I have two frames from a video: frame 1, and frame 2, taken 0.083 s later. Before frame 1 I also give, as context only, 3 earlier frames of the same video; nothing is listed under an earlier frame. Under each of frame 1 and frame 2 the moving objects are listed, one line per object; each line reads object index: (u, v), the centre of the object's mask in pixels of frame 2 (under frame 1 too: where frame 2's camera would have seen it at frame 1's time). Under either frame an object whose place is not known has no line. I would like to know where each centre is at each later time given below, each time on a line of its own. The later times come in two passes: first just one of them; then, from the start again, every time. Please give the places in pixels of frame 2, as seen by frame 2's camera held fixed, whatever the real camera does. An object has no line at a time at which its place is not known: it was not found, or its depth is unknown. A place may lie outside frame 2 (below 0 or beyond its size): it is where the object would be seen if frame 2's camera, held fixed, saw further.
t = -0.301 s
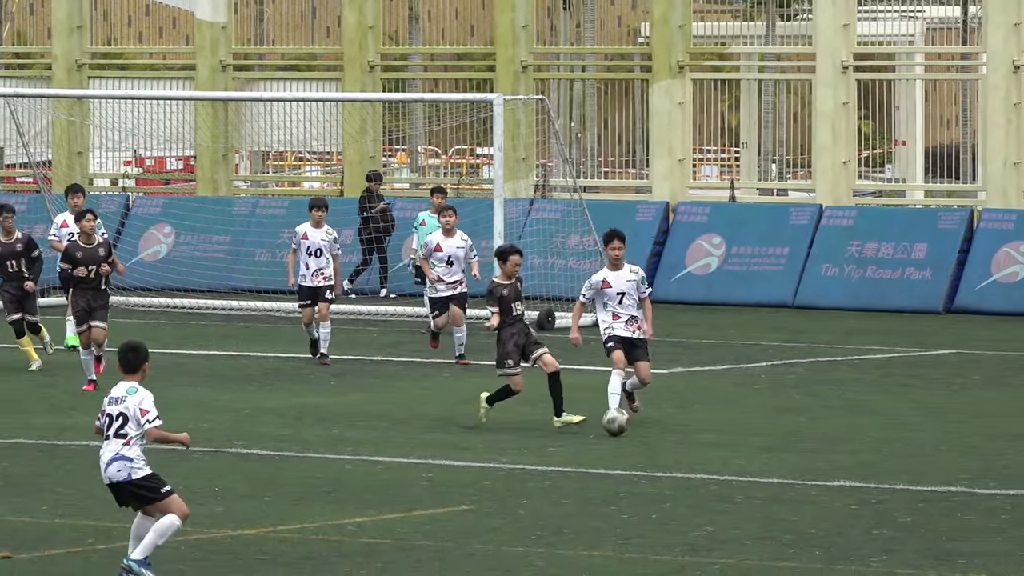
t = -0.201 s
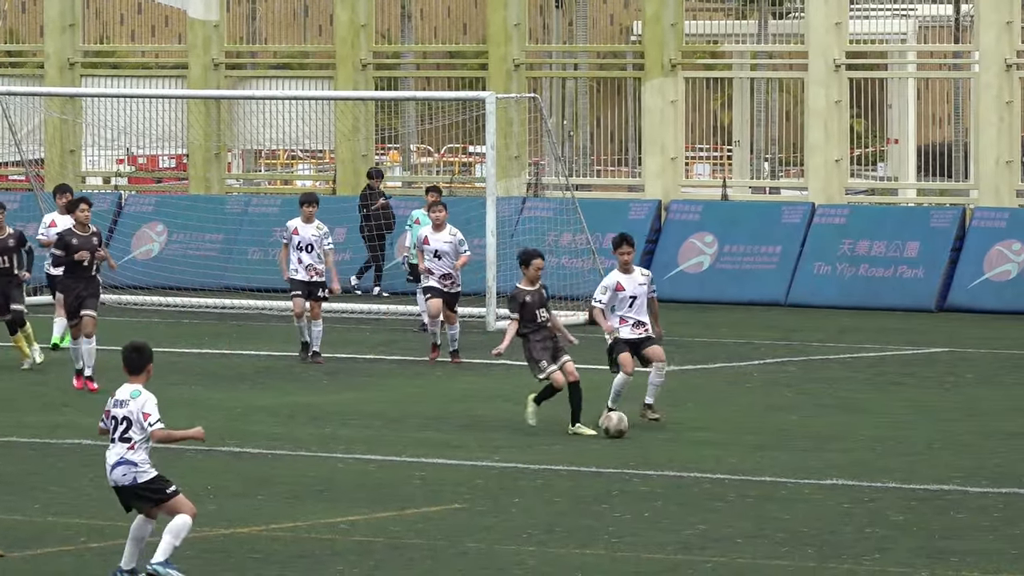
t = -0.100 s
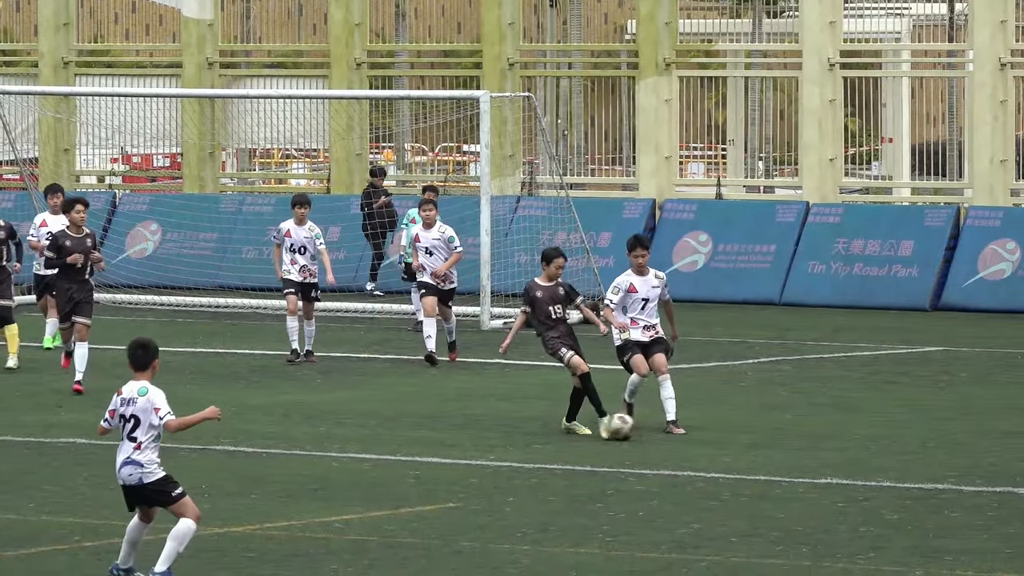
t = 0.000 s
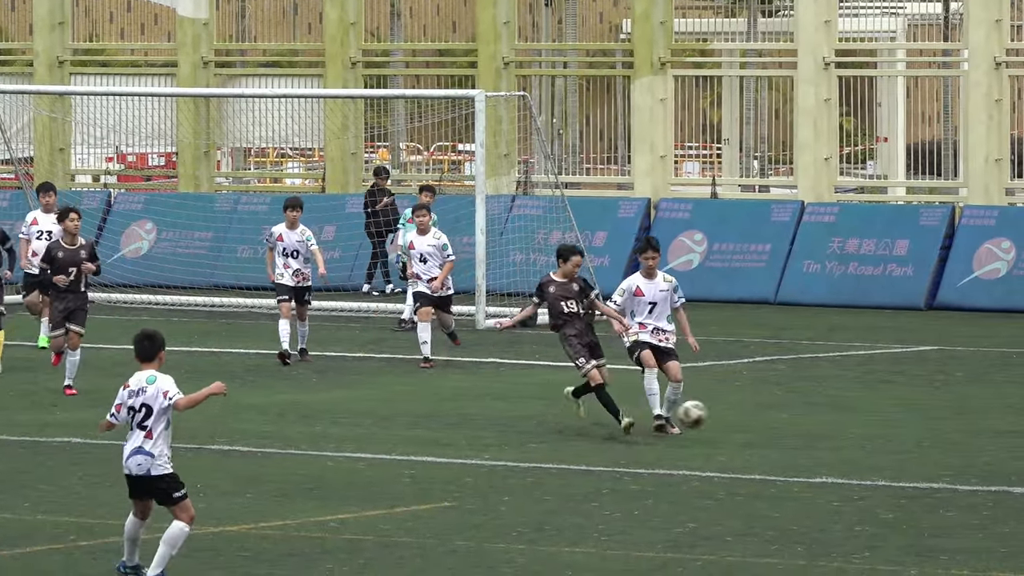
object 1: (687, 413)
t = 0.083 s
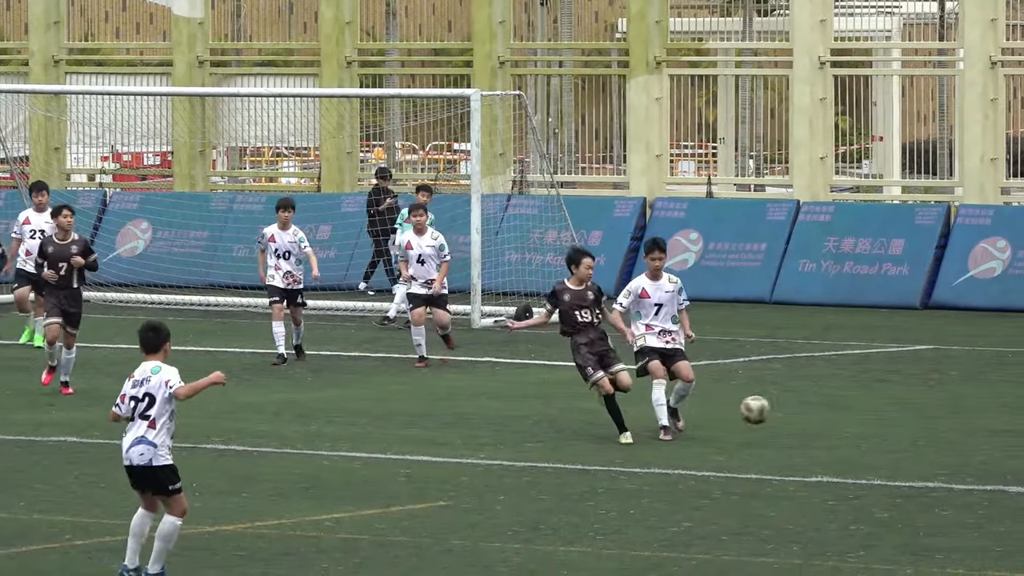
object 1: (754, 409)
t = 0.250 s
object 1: (895, 429)
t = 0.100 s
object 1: (768, 410)
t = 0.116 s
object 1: (783, 410)
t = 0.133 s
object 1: (796, 411)
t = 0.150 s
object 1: (811, 413)
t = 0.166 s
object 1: (825, 414)
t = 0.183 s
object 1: (839, 416)
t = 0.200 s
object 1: (852, 419)
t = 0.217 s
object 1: (866, 421)
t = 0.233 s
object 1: (880, 425)
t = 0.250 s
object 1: (895, 429)
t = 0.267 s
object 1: (908, 433)
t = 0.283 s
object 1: (923, 437)
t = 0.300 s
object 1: (938, 441)
